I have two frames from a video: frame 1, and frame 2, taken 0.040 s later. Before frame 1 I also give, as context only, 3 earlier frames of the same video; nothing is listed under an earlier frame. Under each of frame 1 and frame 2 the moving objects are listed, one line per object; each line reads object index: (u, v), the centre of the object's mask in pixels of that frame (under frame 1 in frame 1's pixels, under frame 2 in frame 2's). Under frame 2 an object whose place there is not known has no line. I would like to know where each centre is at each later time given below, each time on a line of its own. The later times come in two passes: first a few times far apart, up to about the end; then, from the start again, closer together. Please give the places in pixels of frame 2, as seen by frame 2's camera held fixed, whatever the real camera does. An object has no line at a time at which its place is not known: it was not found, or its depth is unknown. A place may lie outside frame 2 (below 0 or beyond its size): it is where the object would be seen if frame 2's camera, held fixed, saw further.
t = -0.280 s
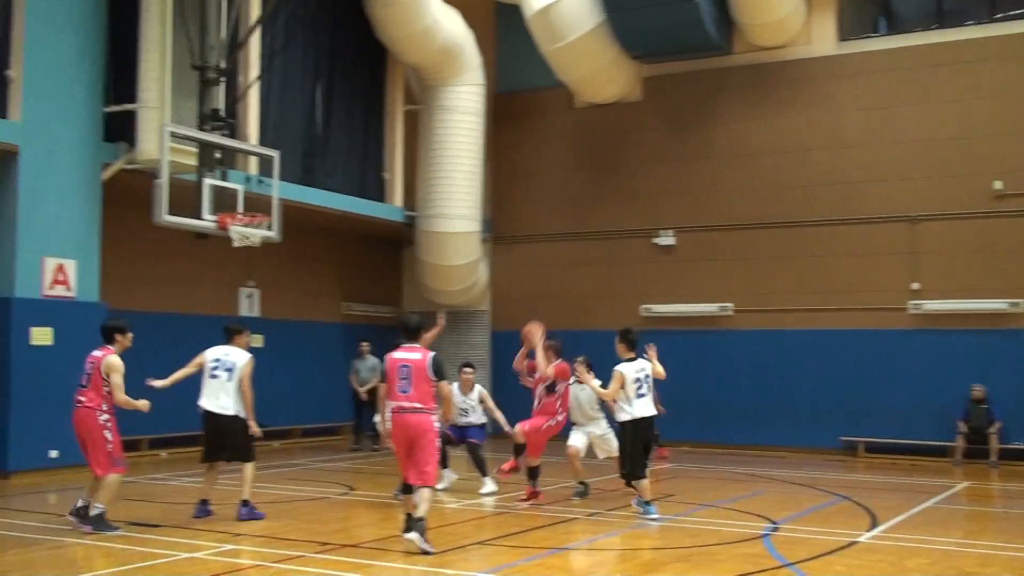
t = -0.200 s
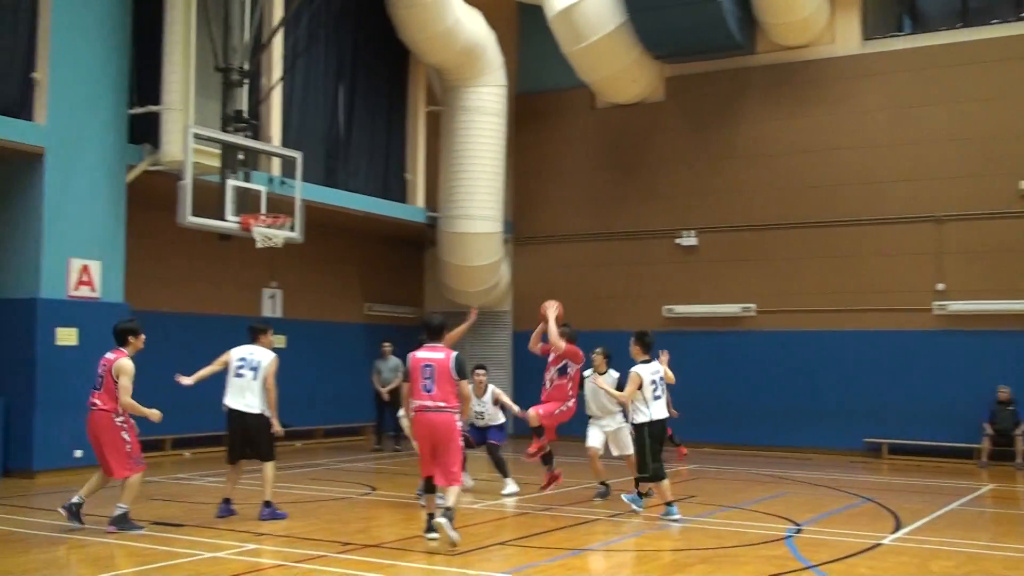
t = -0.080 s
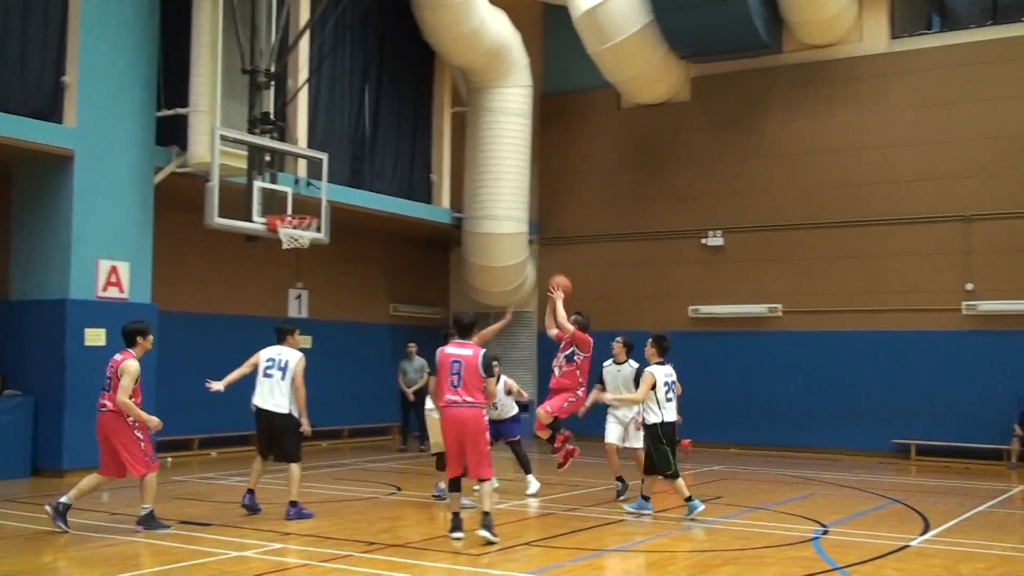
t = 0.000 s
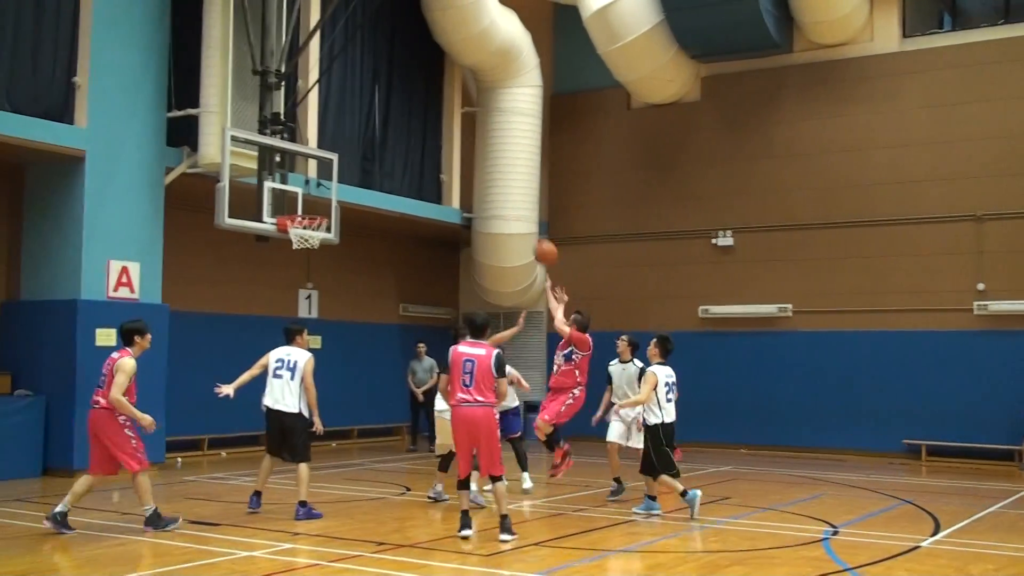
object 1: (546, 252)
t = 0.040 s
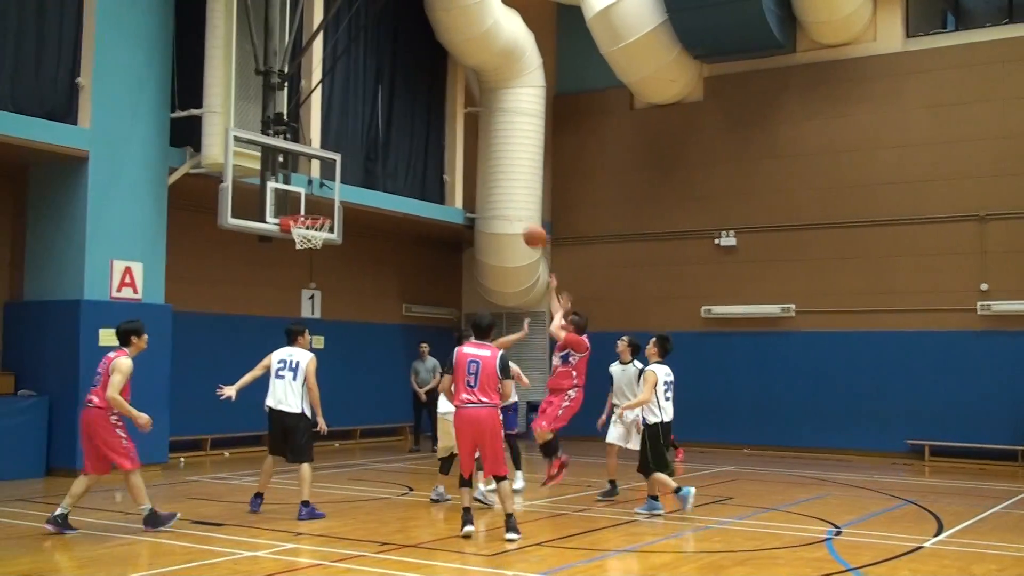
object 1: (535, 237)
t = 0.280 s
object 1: (459, 172)
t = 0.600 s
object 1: (365, 169)
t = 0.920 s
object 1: (311, 225)
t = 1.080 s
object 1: (322, 266)
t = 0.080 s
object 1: (521, 221)
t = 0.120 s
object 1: (509, 209)
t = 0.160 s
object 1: (496, 197)
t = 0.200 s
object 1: (483, 185)
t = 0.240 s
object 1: (472, 178)
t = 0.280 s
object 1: (459, 172)
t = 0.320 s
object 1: (446, 166)
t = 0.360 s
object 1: (435, 162)
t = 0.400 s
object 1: (423, 160)
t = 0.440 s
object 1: (411, 158)
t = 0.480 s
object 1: (400, 159)
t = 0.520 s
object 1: (388, 161)
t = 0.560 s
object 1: (377, 164)
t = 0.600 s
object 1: (365, 169)
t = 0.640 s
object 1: (355, 175)
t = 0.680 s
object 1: (344, 182)
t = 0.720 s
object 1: (332, 191)
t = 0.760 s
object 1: (322, 200)
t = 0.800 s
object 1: (312, 209)
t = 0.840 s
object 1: (306, 212)
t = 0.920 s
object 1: (311, 225)
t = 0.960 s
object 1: (313, 230)
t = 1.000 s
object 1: (318, 250)
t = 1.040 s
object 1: (320, 255)
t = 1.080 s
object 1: (322, 266)
